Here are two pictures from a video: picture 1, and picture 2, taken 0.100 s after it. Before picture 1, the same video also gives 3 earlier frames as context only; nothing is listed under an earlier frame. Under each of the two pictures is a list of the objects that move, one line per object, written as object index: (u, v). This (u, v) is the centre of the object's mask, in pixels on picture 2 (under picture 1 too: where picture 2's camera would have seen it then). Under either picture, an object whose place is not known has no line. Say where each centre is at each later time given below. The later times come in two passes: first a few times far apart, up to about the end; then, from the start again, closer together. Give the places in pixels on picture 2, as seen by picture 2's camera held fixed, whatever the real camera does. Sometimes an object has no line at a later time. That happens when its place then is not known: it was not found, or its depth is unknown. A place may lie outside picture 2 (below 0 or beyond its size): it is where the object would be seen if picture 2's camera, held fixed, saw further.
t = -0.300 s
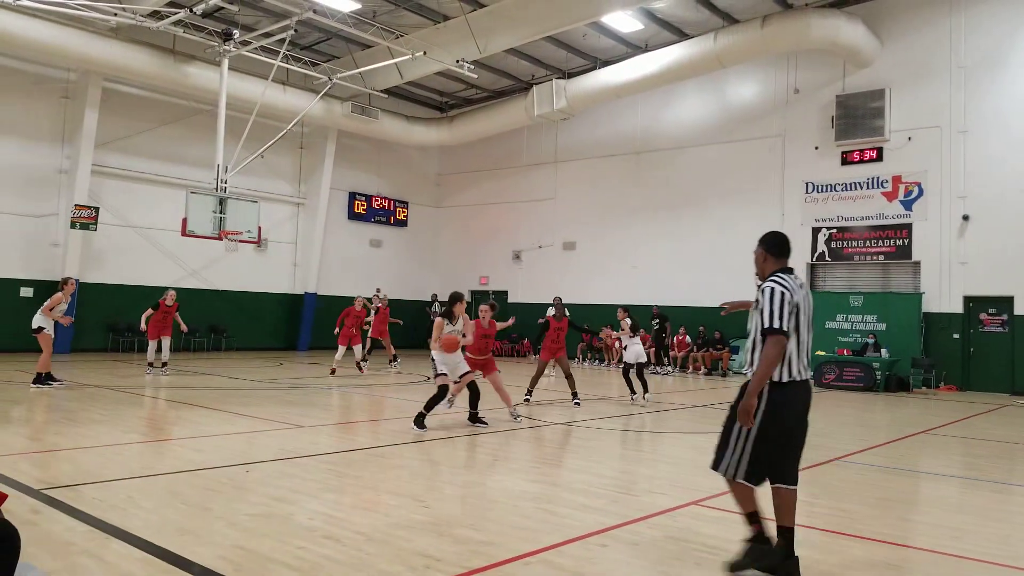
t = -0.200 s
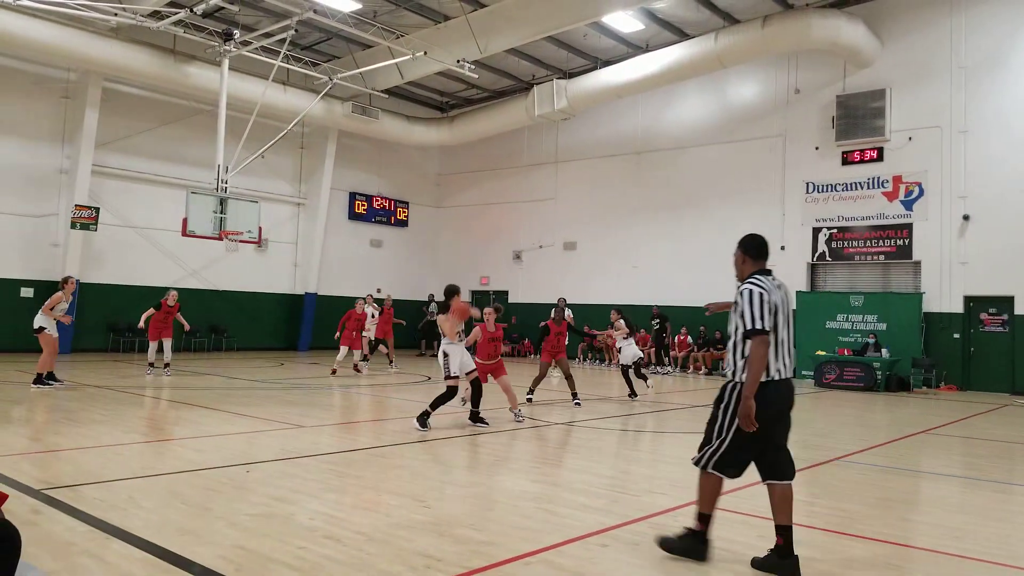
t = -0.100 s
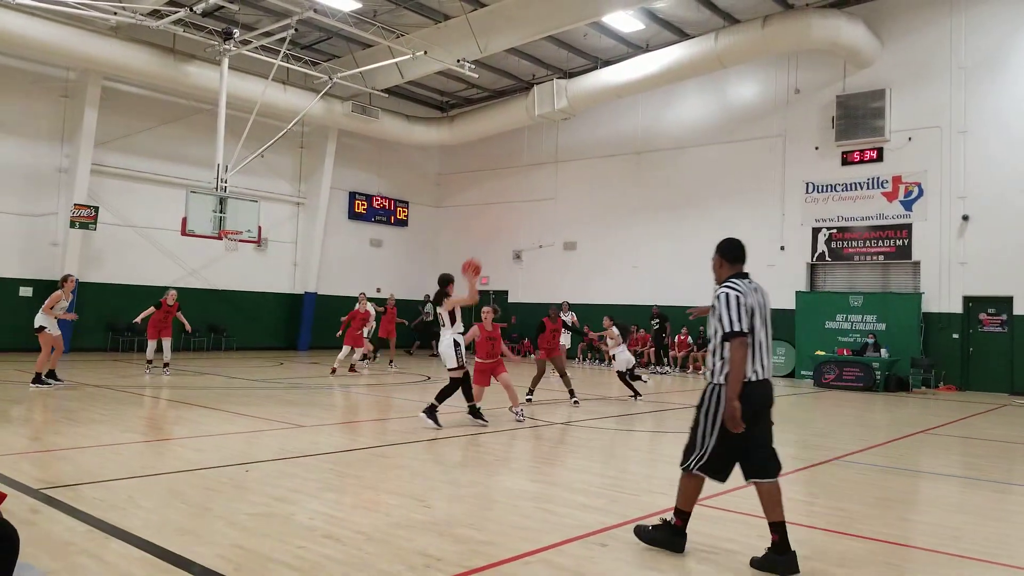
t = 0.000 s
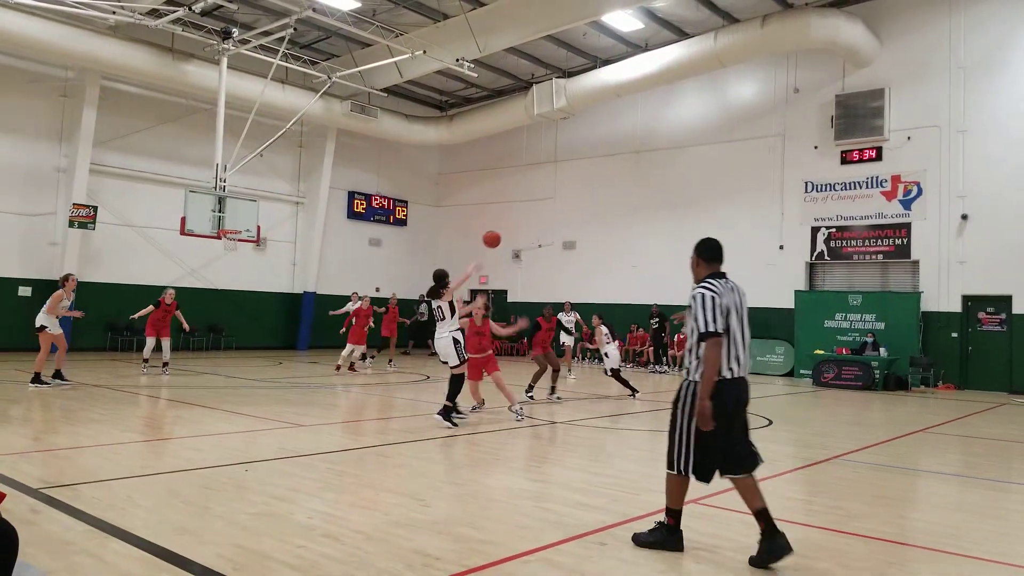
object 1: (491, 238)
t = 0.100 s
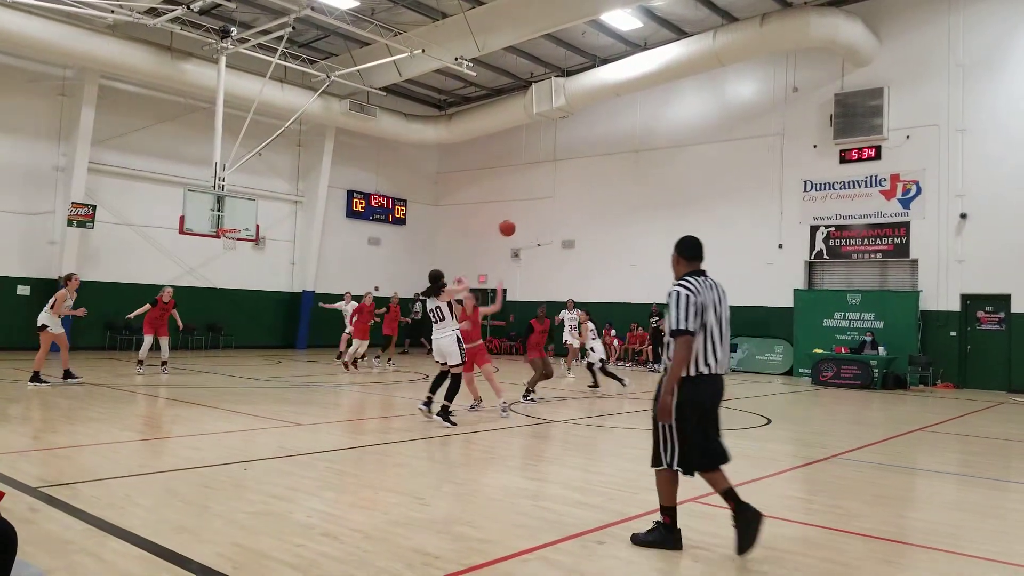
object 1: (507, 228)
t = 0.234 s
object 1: (524, 226)
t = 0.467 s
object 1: (546, 244)
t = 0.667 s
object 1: (560, 275)
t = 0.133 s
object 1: (512, 227)
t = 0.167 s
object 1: (516, 226)
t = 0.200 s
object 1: (520, 226)
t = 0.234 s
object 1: (524, 226)
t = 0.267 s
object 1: (528, 227)
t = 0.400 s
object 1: (541, 237)
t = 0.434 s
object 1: (543, 241)
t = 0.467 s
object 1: (546, 244)
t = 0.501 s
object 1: (549, 249)
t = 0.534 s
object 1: (551, 253)
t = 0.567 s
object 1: (554, 258)
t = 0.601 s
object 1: (556, 263)
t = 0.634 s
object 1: (558, 269)
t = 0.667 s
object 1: (560, 275)
